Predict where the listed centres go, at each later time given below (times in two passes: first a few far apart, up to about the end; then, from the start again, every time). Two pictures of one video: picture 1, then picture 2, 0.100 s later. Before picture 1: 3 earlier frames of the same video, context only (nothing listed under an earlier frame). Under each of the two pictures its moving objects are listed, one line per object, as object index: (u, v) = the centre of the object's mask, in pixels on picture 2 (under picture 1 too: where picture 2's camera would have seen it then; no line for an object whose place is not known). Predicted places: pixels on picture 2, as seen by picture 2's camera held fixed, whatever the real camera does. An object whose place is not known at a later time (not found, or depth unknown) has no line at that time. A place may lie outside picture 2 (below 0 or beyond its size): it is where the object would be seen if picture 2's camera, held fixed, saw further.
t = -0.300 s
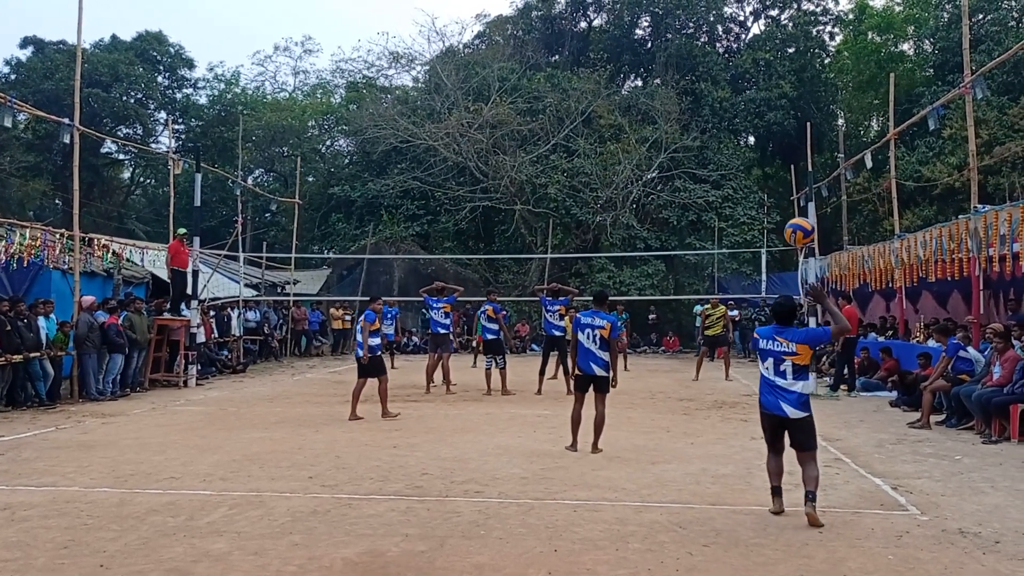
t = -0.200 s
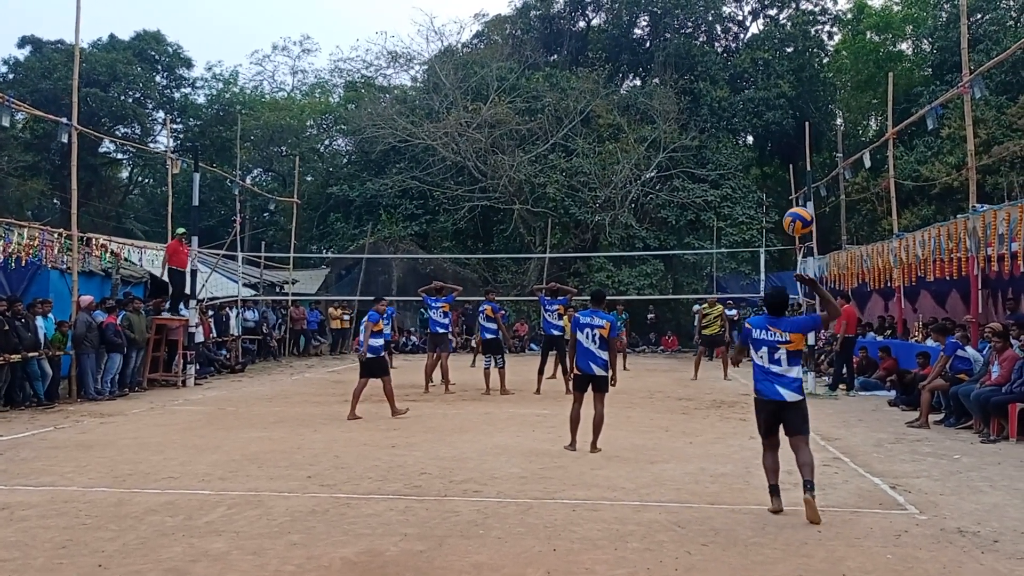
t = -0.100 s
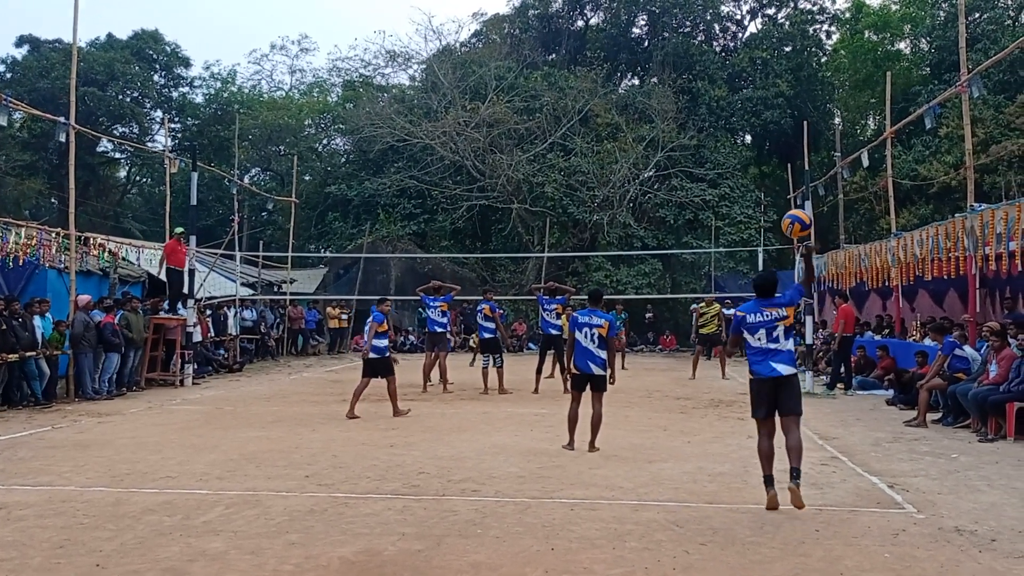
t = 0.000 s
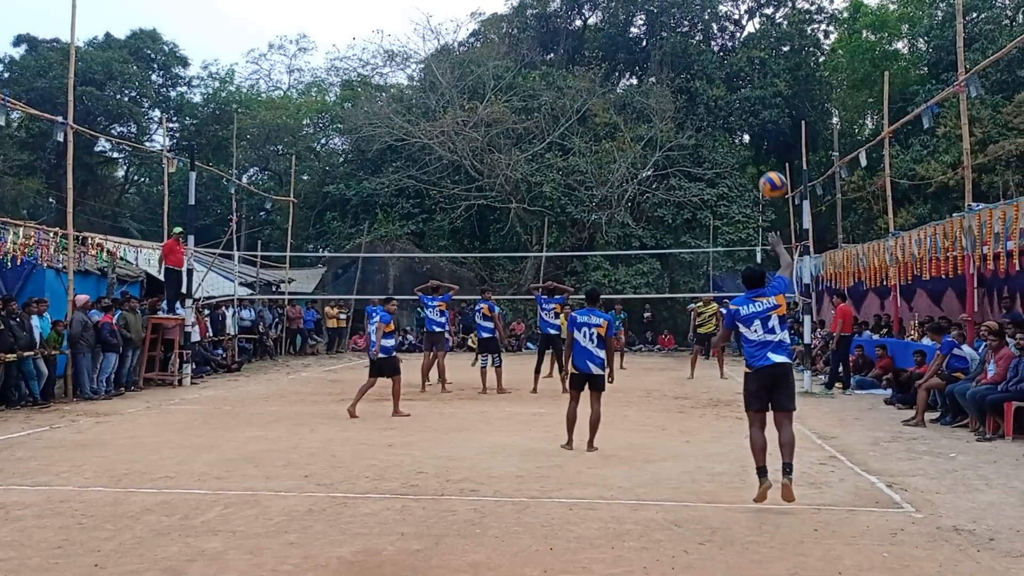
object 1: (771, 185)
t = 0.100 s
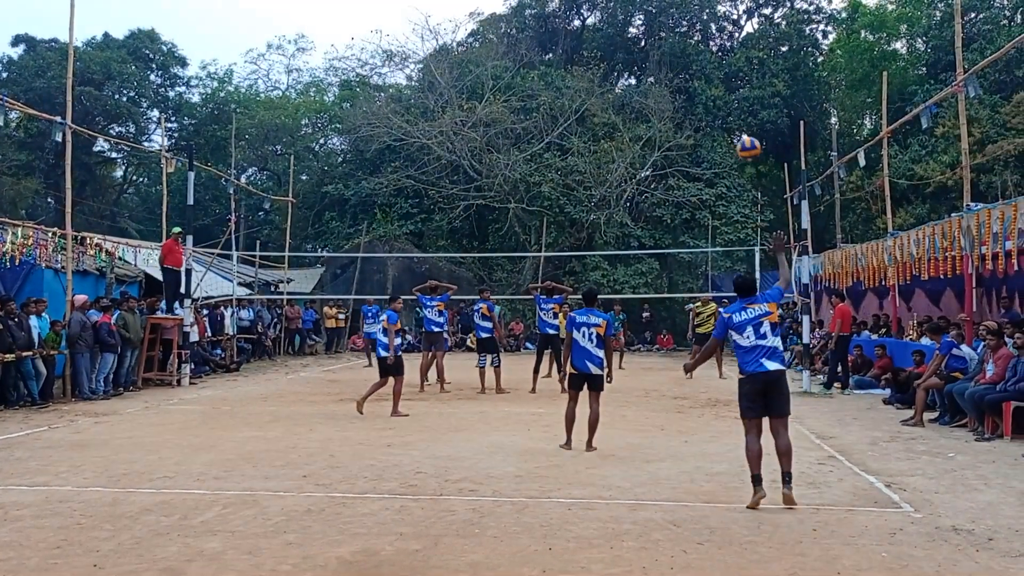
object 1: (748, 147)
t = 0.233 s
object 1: (725, 123)
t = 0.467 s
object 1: (694, 120)
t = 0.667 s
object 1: (677, 147)
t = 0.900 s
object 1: (665, 202)
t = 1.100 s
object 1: (657, 261)
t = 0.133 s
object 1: (742, 140)
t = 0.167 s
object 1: (736, 133)
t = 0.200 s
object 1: (730, 127)
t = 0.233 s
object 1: (725, 123)
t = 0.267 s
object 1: (720, 120)
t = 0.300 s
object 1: (715, 117)
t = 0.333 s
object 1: (710, 117)
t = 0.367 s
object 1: (706, 116)
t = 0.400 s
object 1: (702, 117)
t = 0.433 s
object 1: (697, 118)
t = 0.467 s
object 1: (694, 120)
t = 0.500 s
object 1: (691, 123)
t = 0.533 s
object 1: (688, 127)
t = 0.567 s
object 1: (685, 131)
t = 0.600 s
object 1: (682, 136)
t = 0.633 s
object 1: (680, 141)
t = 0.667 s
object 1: (677, 147)
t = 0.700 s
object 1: (676, 154)
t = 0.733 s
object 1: (674, 161)
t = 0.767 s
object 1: (672, 168)
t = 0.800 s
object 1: (670, 176)
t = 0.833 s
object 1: (669, 184)
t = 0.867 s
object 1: (667, 193)
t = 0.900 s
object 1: (665, 202)
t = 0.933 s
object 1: (664, 212)
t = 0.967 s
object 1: (663, 221)
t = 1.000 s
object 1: (661, 230)
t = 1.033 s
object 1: (660, 241)
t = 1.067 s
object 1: (658, 251)
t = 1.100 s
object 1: (657, 261)
